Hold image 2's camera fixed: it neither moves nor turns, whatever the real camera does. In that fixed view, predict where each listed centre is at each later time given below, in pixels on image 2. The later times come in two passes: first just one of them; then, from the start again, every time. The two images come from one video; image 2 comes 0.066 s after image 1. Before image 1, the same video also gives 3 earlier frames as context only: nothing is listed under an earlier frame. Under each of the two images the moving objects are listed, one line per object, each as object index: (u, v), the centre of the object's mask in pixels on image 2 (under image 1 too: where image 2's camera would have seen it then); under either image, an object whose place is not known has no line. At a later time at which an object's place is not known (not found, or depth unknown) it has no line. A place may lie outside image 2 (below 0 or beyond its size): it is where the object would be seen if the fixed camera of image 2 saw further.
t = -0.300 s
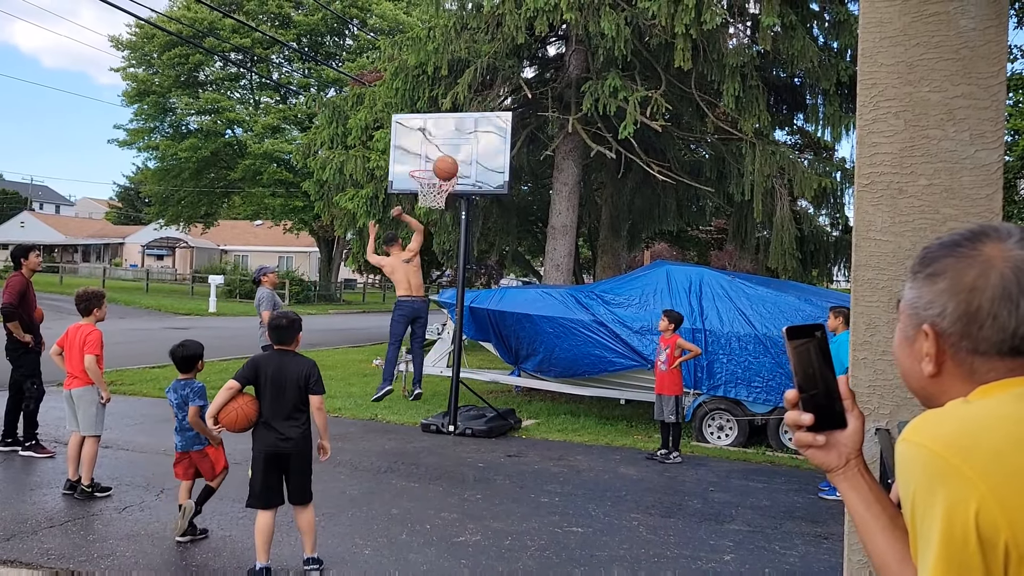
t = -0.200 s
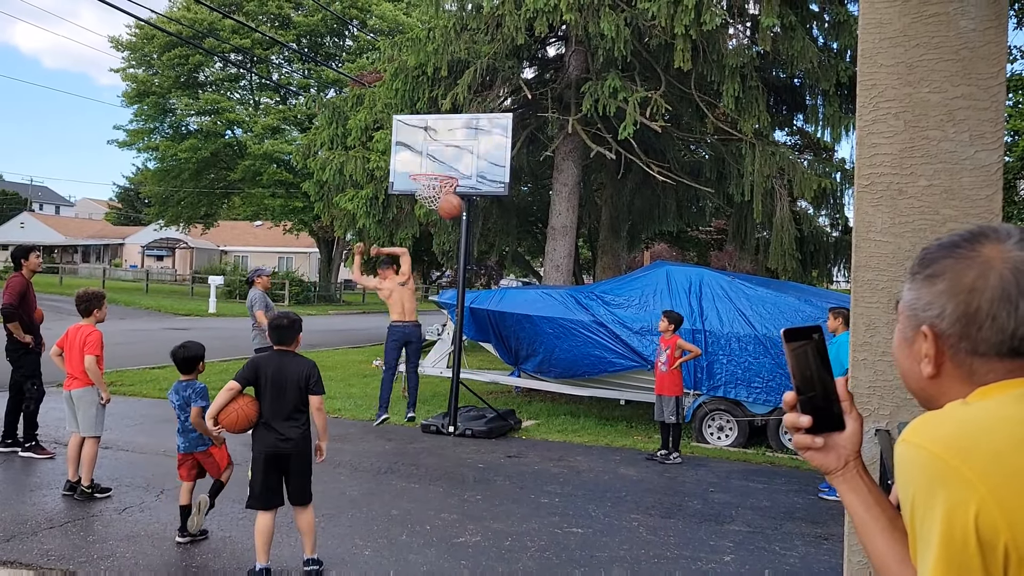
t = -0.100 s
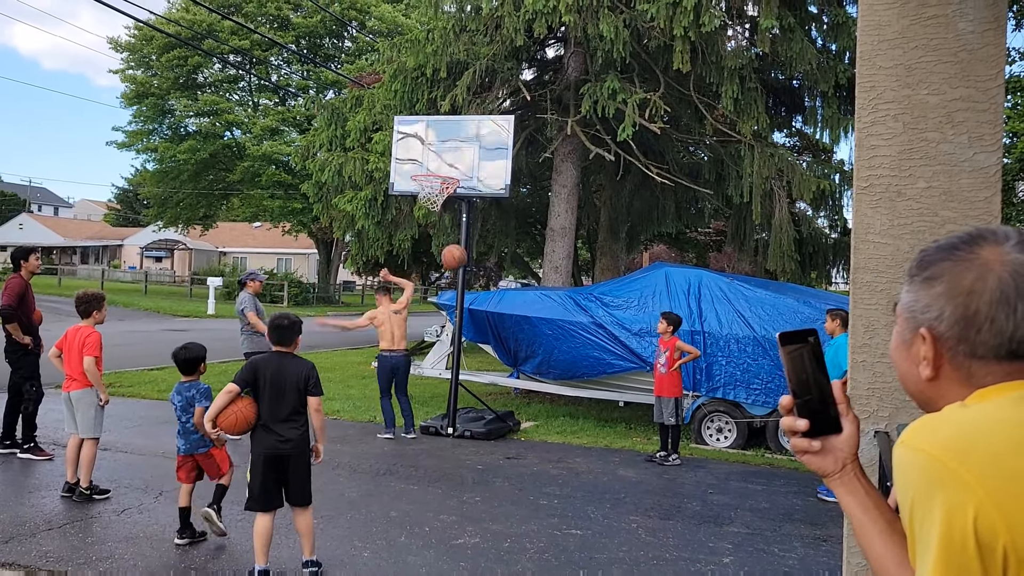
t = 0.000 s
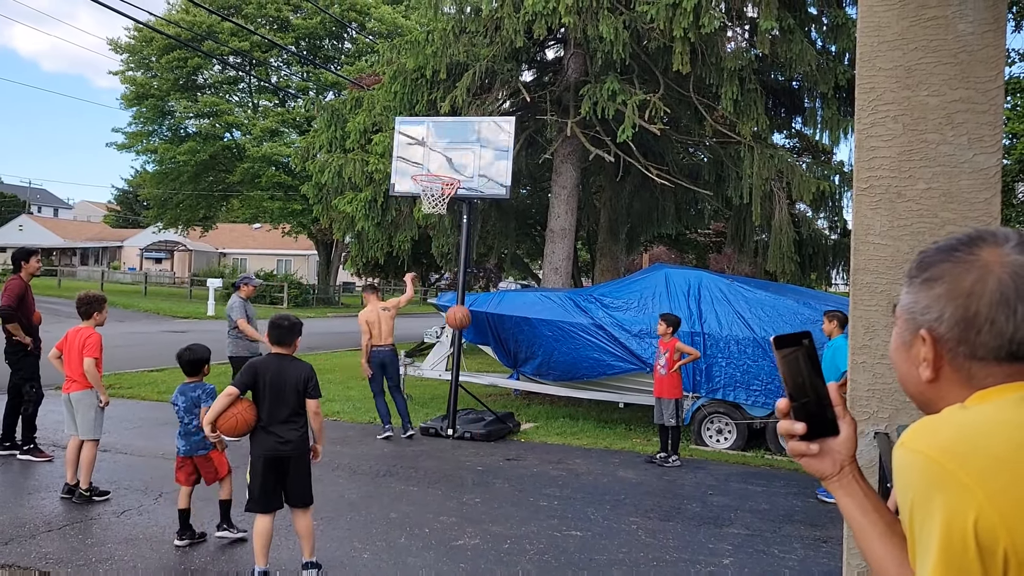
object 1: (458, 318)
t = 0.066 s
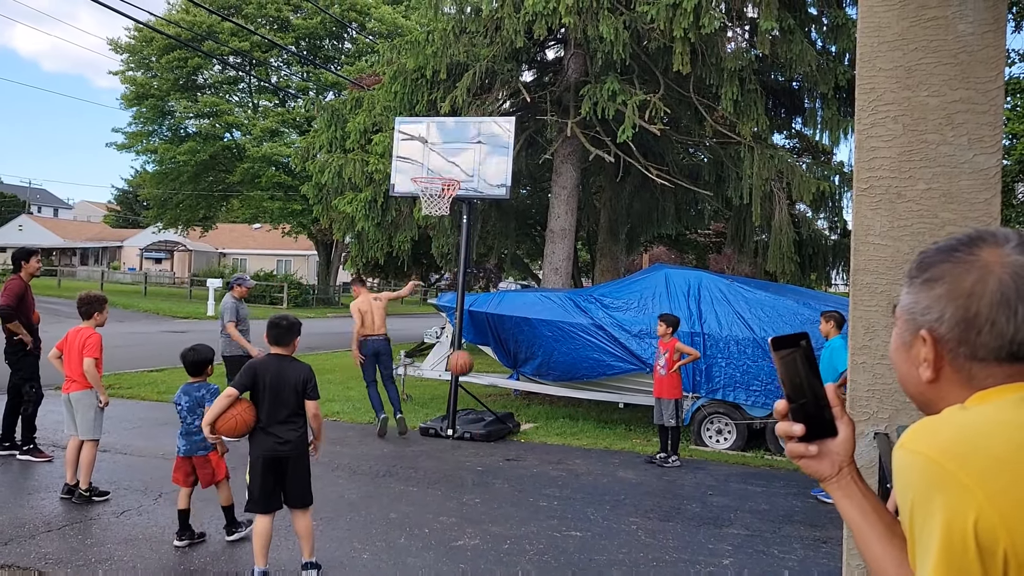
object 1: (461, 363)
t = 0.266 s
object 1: (471, 394)
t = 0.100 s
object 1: (461, 388)
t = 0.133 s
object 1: (462, 412)
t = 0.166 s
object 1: (464, 440)
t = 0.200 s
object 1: (466, 434)
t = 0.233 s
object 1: (468, 413)
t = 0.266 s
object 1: (471, 394)
